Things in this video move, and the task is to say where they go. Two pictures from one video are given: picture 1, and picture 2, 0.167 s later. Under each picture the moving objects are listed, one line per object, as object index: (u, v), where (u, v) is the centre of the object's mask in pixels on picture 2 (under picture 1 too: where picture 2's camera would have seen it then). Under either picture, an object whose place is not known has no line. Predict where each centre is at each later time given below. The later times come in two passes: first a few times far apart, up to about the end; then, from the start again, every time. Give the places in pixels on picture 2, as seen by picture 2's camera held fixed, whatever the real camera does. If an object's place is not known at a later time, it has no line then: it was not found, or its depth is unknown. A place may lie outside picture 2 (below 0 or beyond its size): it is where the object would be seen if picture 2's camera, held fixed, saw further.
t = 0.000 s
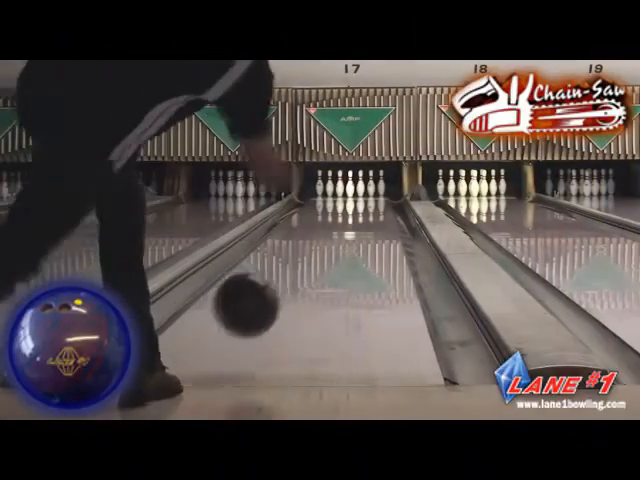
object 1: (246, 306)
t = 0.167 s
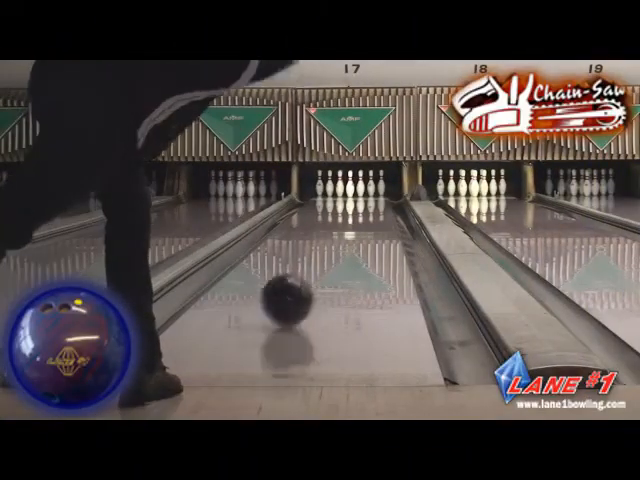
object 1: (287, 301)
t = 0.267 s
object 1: (304, 297)
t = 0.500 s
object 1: (332, 259)
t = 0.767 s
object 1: (350, 237)
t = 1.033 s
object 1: (363, 223)
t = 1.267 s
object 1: (370, 213)
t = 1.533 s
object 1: (374, 206)
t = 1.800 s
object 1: (373, 200)
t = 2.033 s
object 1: (370, 196)
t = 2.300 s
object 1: (364, 192)
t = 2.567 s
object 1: (360, 190)
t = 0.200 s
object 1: (293, 293)
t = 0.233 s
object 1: (299, 291)
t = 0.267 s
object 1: (304, 297)
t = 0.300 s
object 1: (309, 294)
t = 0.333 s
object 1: (313, 290)
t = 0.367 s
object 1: (318, 286)
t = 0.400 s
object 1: (322, 280)
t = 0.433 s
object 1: (325, 276)
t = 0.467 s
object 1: (329, 270)
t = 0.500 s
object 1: (332, 259)
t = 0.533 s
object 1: (334, 254)
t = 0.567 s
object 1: (337, 251)
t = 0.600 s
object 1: (340, 249)
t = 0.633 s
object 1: (342, 247)
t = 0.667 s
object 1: (344, 244)
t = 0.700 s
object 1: (346, 242)
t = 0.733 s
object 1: (349, 240)
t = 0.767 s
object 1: (350, 237)
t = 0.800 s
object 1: (352, 235)
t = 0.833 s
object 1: (354, 233)
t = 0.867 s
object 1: (355, 231)
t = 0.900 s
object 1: (356, 230)
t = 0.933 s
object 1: (358, 228)
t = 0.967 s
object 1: (359, 226)
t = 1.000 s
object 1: (361, 225)
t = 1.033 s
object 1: (363, 223)
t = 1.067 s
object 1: (364, 220)
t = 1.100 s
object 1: (365, 220)
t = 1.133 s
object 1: (366, 218)
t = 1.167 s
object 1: (367, 217)
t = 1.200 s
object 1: (367, 217)
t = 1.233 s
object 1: (369, 215)
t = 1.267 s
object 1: (370, 213)
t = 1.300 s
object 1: (370, 212)
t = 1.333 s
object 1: (371, 211)
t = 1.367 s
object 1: (372, 210)
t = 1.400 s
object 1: (372, 209)
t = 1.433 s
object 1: (373, 208)
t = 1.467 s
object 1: (373, 207)
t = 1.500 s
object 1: (373, 206)
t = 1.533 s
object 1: (374, 206)
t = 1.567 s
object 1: (374, 204)
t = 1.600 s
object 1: (374, 205)
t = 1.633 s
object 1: (374, 203)
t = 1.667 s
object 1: (374, 202)
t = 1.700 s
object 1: (374, 201)
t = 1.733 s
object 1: (373, 201)
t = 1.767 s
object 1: (373, 201)
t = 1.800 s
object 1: (373, 200)
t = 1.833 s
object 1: (373, 199)
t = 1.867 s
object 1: (372, 199)
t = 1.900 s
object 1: (372, 198)
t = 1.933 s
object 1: (372, 198)
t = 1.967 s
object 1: (371, 197)
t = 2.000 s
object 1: (370, 197)
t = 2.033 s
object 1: (370, 196)
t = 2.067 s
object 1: (369, 195)
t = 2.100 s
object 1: (368, 194)
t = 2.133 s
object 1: (367, 194)
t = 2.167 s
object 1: (367, 193)
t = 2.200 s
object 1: (366, 193)
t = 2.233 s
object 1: (365, 193)
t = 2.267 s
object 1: (364, 192)
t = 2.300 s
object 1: (364, 192)
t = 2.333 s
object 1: (362, 192)
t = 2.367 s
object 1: (361, 192)
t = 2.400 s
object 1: (360, 191)
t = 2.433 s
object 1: (359, 190)
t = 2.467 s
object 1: (359, 190)
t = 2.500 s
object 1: (360, 190)
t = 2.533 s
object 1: (360, 190)
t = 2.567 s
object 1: (360, 190)
